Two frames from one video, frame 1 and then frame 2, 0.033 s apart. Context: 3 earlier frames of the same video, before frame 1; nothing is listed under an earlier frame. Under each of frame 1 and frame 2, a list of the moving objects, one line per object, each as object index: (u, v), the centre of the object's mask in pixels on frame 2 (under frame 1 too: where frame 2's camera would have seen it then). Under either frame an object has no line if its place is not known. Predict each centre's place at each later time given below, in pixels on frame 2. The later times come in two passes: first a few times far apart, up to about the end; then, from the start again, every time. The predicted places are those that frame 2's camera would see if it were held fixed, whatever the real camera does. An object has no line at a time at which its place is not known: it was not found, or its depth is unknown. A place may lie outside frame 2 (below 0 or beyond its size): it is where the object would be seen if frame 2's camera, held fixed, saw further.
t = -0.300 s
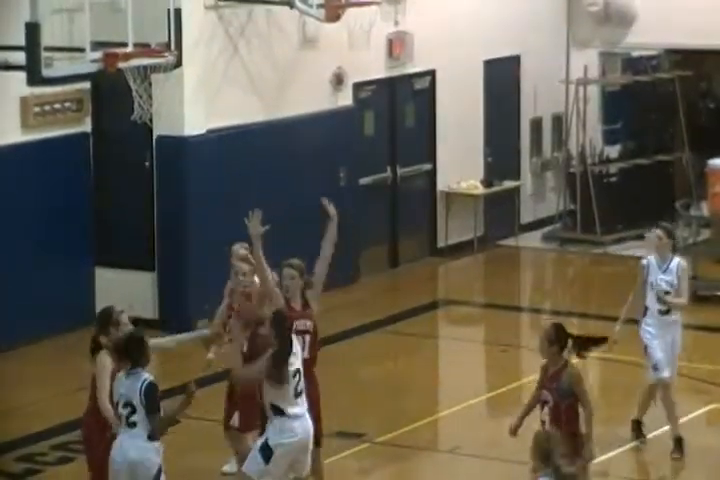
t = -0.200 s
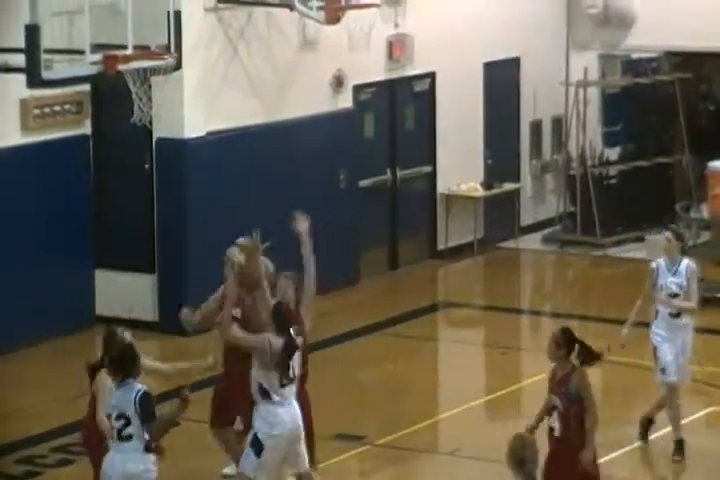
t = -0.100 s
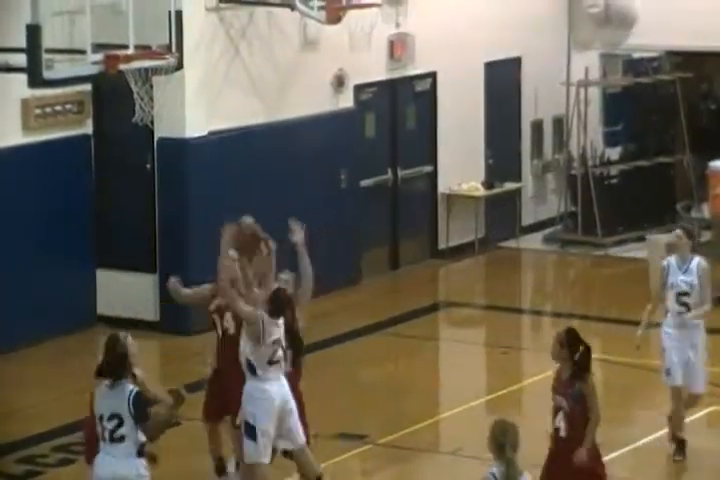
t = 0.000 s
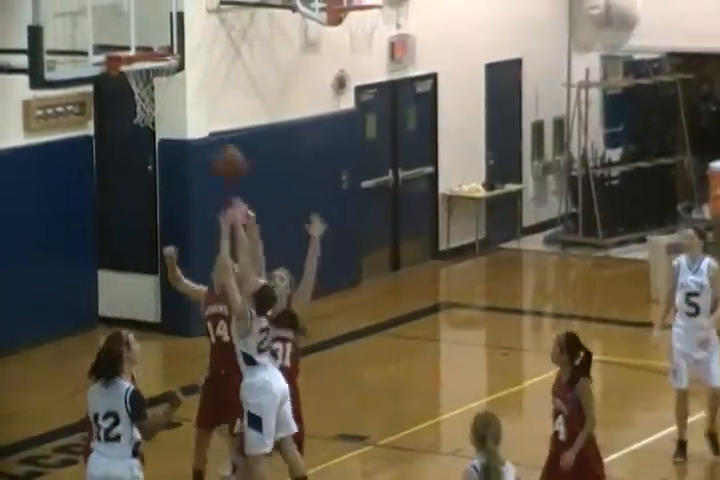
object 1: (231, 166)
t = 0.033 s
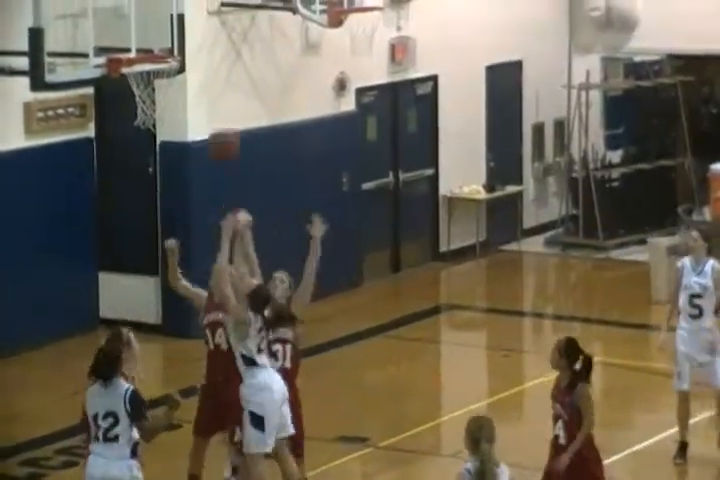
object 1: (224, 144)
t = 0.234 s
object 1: (188, 54)
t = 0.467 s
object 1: (148, 26)
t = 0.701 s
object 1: (105, 59)
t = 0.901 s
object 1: (91, 81)
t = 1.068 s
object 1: (100, 124)
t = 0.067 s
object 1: (217, 126)
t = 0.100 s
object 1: (211, 107)
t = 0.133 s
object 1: (205, 92)
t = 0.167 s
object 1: (199, 77)
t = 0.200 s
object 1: (193, 64)
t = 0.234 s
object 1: (188, 54)
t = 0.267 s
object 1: (181, 45)
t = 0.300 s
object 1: (175, 38)
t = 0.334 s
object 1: (170, 33)
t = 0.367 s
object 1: (165, 29)
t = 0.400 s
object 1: (158, 26)
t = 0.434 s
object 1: (153, 25)
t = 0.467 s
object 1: (148, 26)
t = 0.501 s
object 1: (143, 28)
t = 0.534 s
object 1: (138, 32)
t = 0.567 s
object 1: (133, 36)
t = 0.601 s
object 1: (128, 43)
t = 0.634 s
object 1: (123, 52)
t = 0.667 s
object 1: (115, 59)
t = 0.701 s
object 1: (105, 59)
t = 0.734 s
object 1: (98, 69)
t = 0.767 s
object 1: (89, 73)
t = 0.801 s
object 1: (87, 75)
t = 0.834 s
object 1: (87, 76)
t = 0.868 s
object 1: (90, 78)
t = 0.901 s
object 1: (91, 81)
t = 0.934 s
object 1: (93, 87)
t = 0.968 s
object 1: (95, 91)
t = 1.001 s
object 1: (96, 102)
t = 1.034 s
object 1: (99, 111)
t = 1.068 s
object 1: (100, 124)
